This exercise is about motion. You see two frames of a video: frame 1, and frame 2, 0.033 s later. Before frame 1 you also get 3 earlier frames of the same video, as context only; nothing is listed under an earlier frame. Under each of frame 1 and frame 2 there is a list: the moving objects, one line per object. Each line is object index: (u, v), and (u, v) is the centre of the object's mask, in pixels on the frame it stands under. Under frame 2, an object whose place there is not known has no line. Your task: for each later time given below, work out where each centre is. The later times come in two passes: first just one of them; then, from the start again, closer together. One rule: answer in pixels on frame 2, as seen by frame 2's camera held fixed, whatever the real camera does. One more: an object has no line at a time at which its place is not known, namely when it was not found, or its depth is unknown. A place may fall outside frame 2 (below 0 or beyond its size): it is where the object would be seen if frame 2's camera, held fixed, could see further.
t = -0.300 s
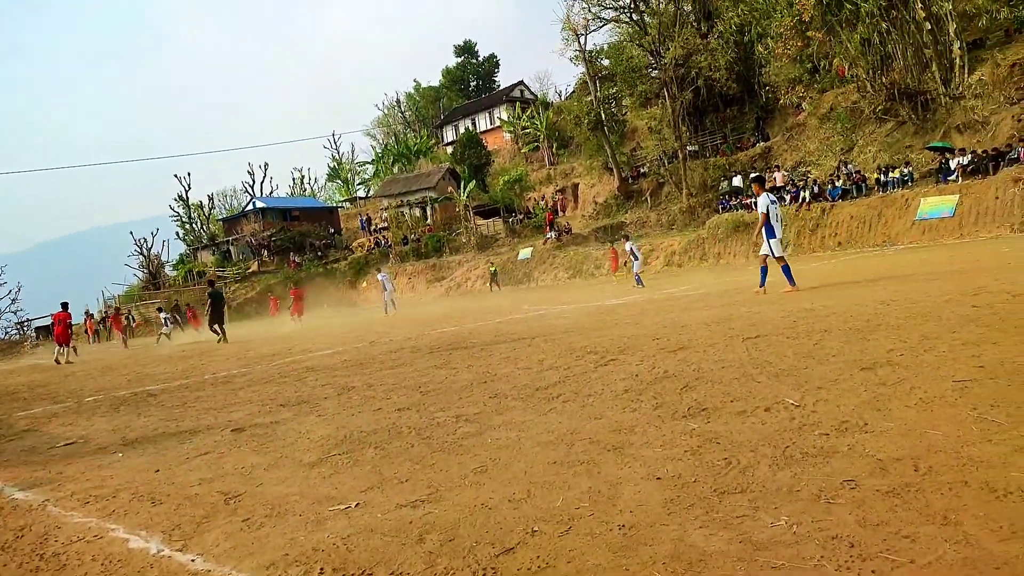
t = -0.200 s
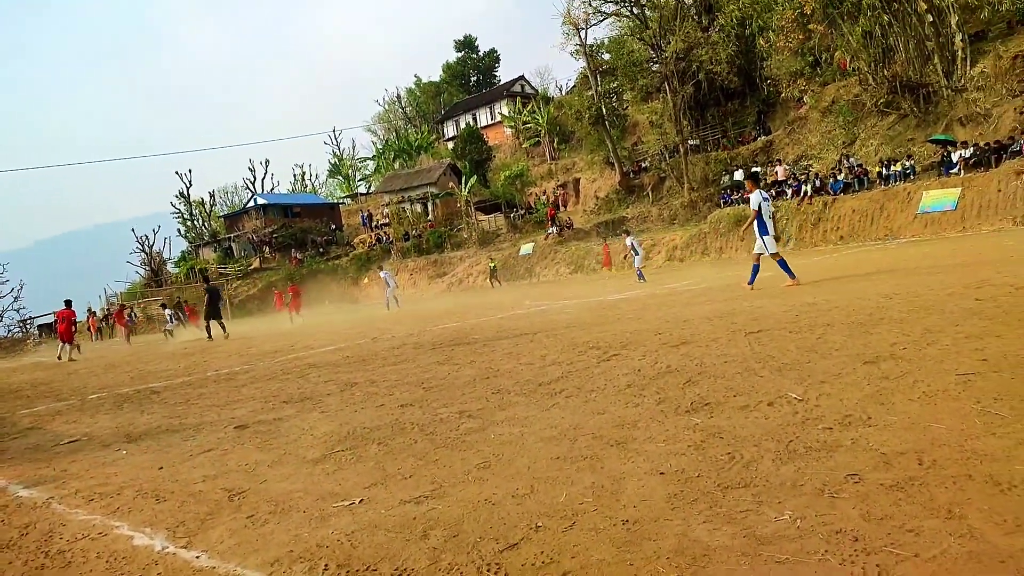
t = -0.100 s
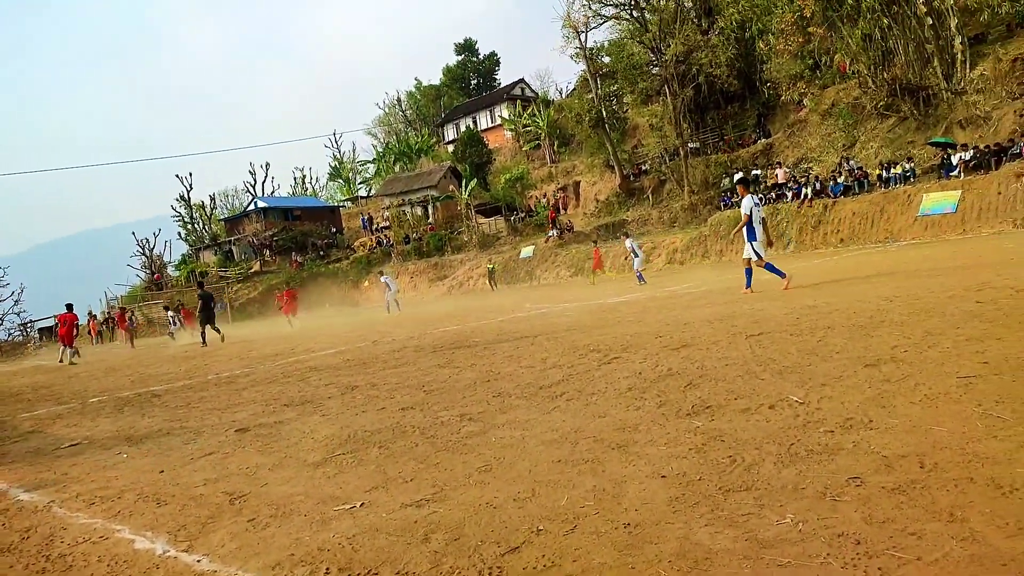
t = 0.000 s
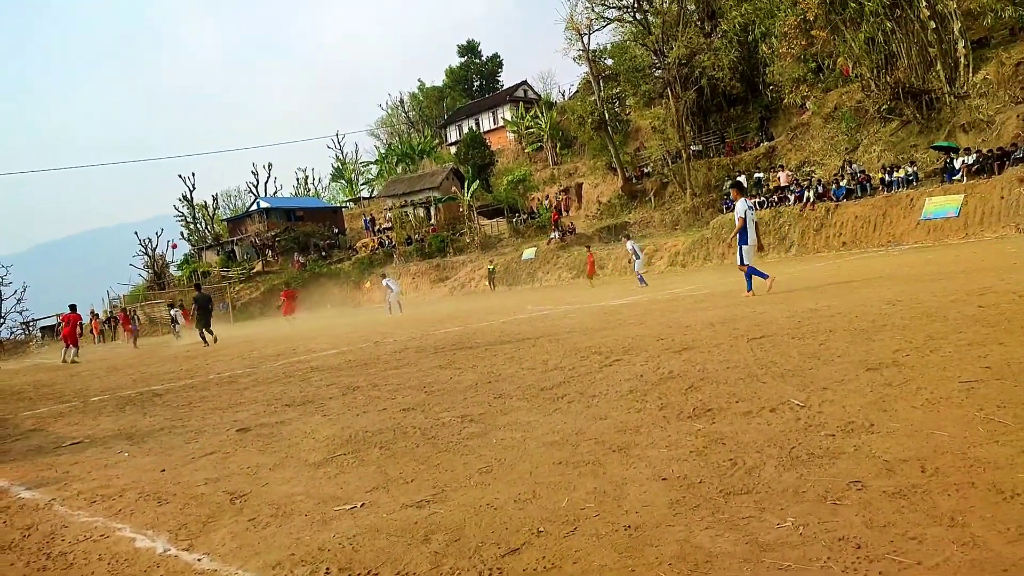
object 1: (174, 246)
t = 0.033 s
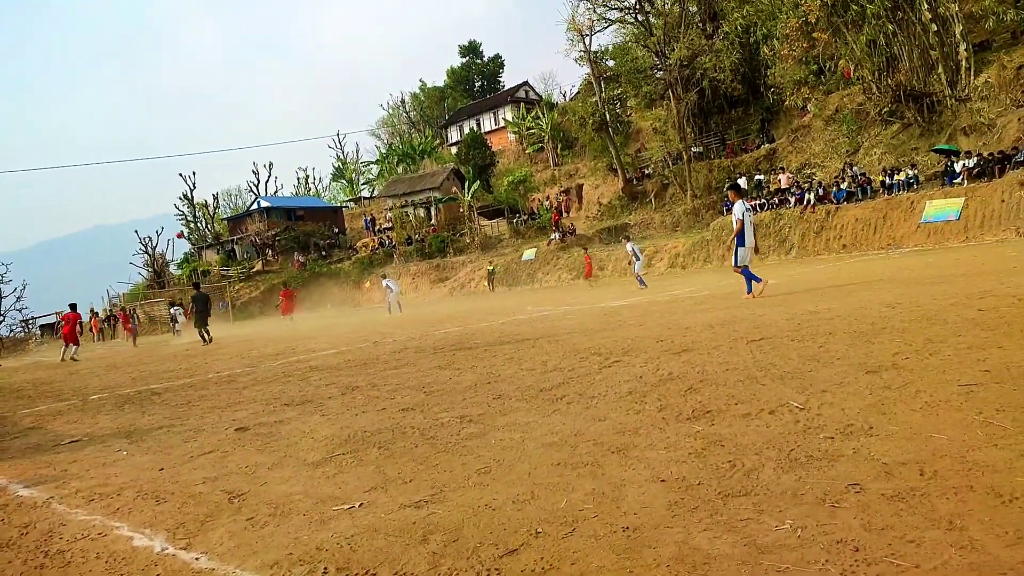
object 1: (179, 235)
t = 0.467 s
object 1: (243, 138)
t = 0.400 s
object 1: (233, 150)
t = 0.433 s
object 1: (238, 144)
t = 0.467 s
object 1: (243, 138)
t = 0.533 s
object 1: (254, 129)
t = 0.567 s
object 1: (260, 124)
